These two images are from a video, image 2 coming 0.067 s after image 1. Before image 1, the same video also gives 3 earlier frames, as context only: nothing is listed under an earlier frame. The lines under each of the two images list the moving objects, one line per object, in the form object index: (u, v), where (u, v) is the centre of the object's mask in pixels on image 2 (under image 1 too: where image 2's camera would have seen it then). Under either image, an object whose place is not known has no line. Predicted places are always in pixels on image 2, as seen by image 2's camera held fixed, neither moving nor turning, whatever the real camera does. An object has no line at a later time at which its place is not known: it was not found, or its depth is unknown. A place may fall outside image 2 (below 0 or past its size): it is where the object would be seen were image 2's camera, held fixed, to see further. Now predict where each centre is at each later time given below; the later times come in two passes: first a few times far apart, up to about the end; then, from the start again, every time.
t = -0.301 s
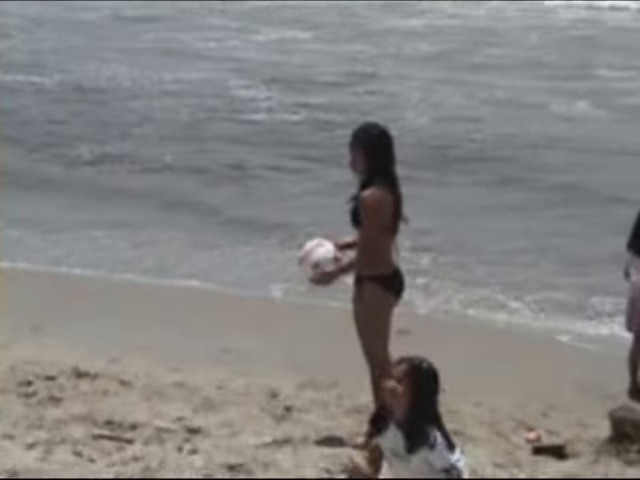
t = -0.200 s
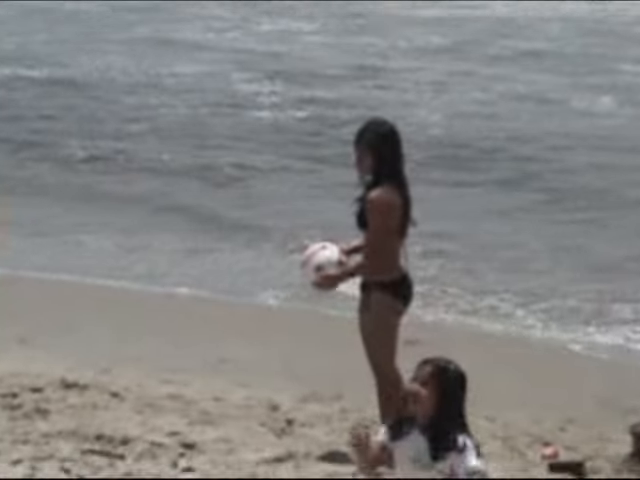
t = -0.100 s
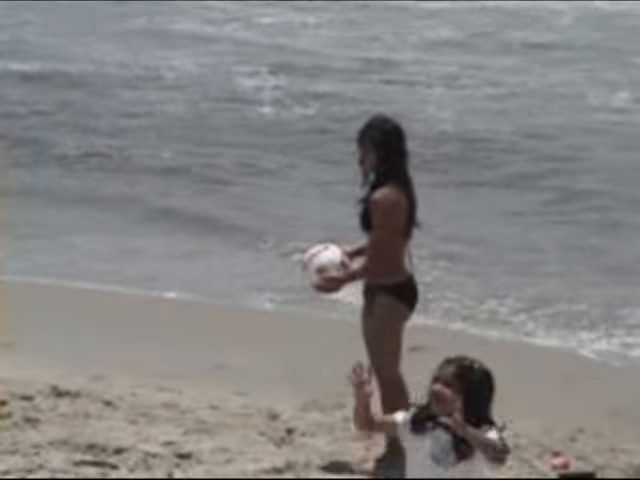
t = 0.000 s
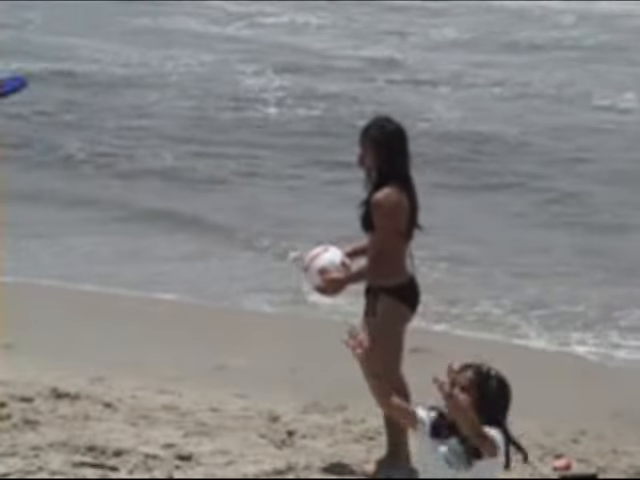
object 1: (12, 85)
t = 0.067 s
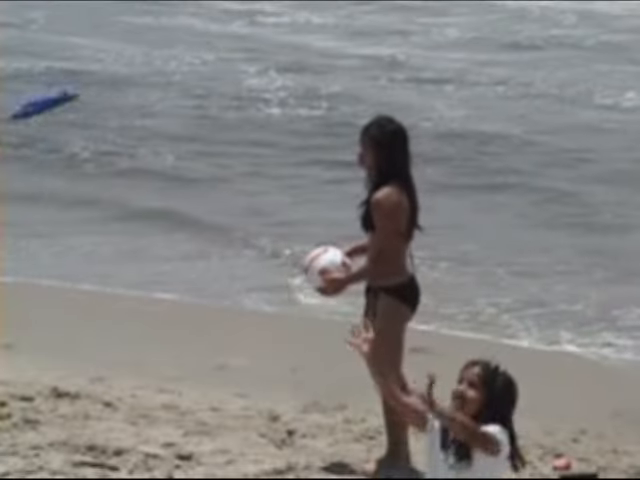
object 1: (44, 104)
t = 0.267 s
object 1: (177, 168)
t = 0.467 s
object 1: (267, 267)
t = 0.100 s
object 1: (70, 112)
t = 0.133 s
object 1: (94, 121)
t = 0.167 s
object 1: (117, 132)
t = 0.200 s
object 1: (138, 144)
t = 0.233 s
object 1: (157, 156)
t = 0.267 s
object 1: (177, 168)
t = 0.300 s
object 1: (195, 183)
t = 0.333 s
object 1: (212, 195)
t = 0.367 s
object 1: (227, 214)
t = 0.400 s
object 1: (242, 230)
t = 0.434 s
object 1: (254, 249)
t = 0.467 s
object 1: (267, 267)
